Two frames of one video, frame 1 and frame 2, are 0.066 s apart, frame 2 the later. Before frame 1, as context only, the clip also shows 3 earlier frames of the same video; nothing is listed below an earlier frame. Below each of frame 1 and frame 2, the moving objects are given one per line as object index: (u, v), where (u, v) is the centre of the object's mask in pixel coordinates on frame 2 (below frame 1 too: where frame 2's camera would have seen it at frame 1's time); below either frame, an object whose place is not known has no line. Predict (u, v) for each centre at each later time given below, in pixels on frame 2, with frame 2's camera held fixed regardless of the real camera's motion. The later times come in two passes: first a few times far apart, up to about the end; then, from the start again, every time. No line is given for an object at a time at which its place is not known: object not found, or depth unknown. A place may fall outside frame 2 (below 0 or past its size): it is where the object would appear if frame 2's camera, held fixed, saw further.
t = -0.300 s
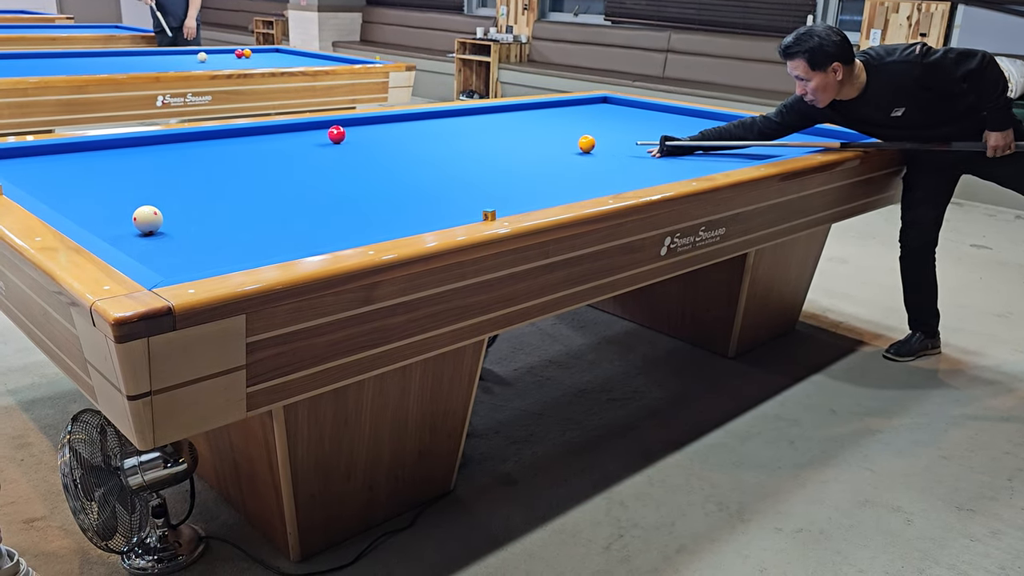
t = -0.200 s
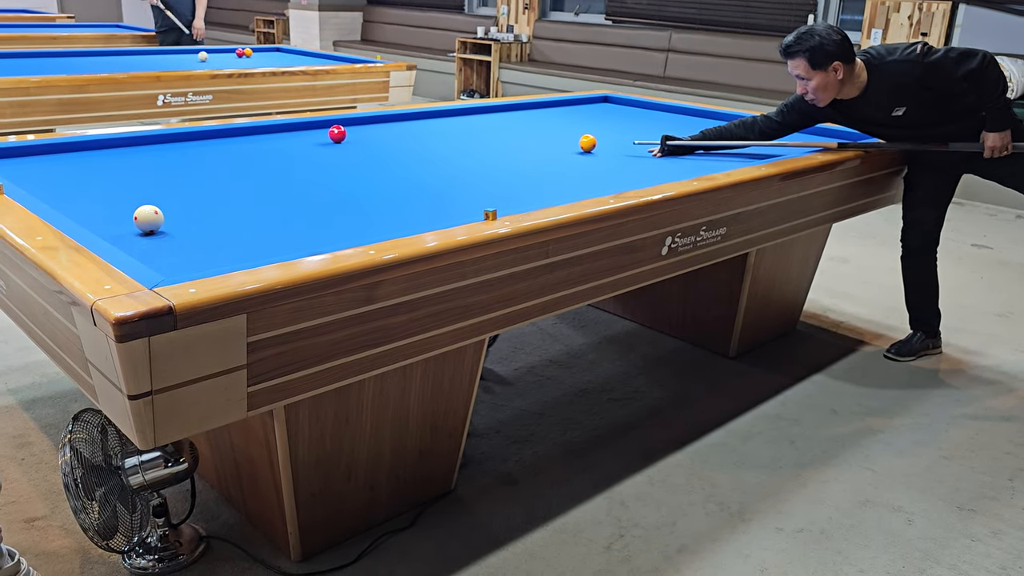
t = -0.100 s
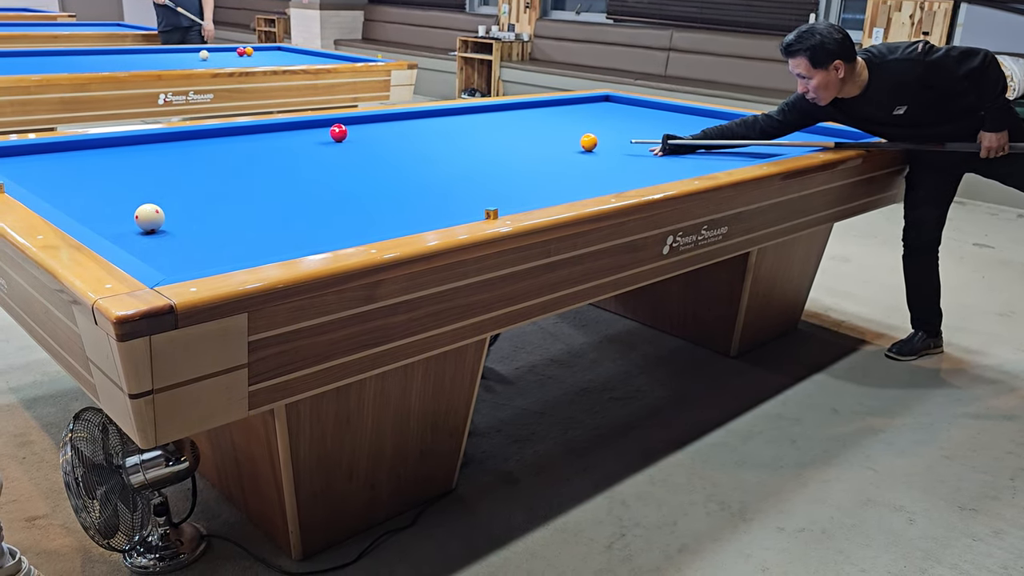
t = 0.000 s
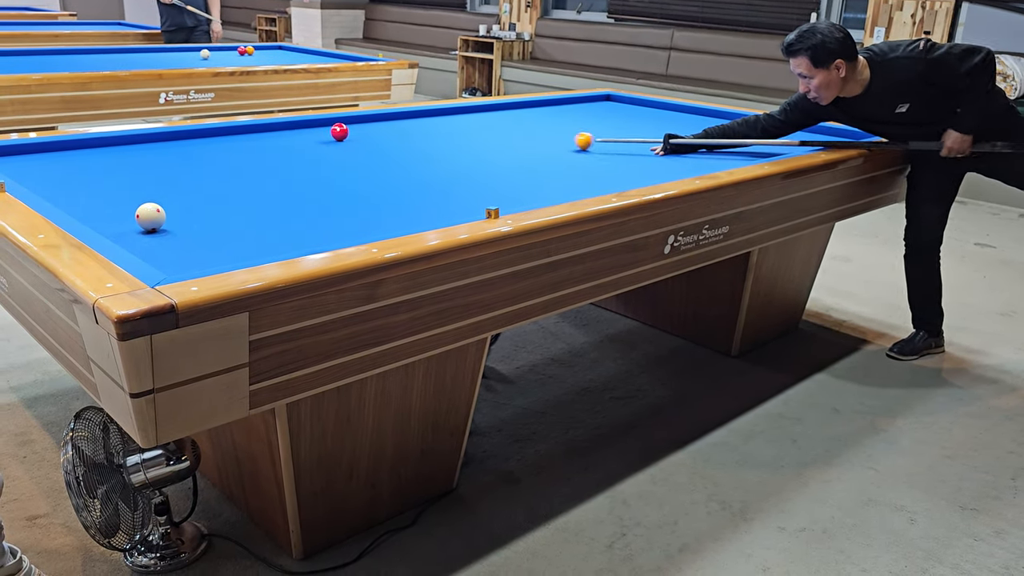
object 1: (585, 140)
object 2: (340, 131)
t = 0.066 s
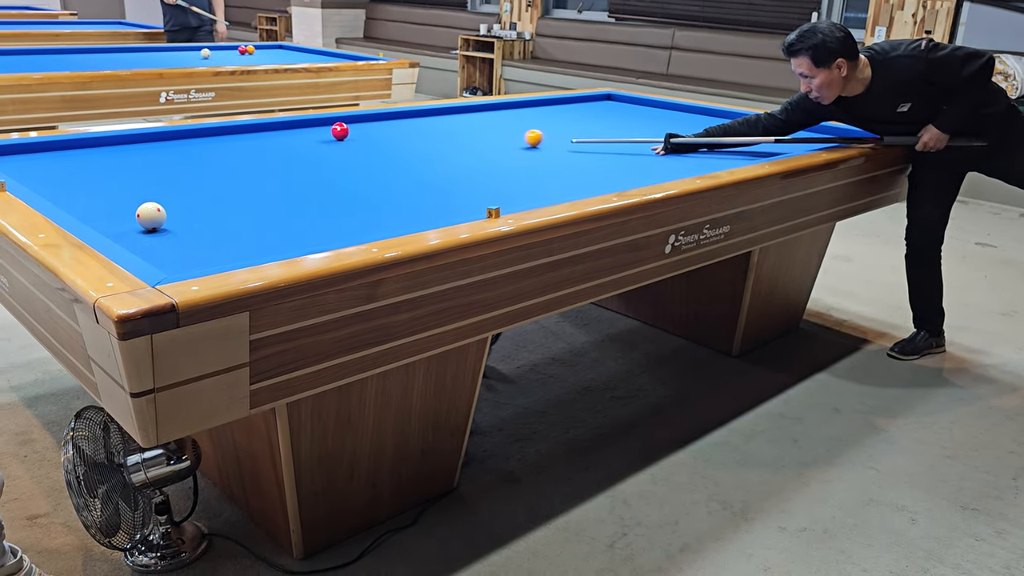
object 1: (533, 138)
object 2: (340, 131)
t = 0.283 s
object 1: (384, 131)
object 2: (339, 131)
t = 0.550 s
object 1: (316, 122)
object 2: (256, 137)
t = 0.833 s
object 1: (323, 137)
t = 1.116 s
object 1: (322, 152)
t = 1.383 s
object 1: (319, 168)
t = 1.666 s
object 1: (317, 190)
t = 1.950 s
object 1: (313, 216)
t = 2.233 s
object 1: (307, 242)
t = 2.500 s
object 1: (250, 240)
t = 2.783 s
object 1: (194, 233)
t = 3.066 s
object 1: (142, 226)
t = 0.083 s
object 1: (521, 137)
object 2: (340, 131)
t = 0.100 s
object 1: (509, 137)
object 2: (340, 131)
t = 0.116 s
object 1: (497, 136)
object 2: (340, 131)
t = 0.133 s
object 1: (485, 136)
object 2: (340, 131)
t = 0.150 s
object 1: (473, 135)
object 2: (340, 131)
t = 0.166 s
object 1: (462, 134)
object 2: (340, 131)
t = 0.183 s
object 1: (450, 134)
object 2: (340, 131)
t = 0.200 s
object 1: (438, 134)
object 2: (340, 131)
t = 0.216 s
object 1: (427, 133)
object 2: (340, 131)
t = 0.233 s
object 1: (416, 132)
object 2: (340, 131)
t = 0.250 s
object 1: (405, 132)
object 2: (340, 131)
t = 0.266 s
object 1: (394, 132)
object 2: (340, 131)
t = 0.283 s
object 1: (384, 131)
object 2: (339, 131)
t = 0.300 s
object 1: (373, 130)
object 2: (339, 131)
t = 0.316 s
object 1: (363, 130)
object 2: (340, 131)
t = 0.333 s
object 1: (354, 129)
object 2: (338, 131)
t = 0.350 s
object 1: (351, 129)
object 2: (331, 131)
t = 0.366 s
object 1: (347, 127)
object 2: (325, 132)
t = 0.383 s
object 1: (343, 127)
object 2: (318, 132)
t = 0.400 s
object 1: (340, 126)
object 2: (311, 133)
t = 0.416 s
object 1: (336, 125)
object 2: (305, 133)
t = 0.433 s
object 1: (332, 124)
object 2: (298, 134)
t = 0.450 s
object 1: (328, 123)
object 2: (292, 134)
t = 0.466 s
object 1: (324, 122)
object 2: (286, 135)
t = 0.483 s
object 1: (320, 122)
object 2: (280, 135)
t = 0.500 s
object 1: (315, 121)
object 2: (274, 136)
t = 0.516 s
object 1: (314, 121)
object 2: (268, 136)
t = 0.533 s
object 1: (315, 122)
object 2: (262, 137)
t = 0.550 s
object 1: (316, 122)
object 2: (256, 137)
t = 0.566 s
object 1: (317, 123)
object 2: (250, 138)
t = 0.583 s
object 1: (318, 124)
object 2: (244, 138)
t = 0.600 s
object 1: (319, 125)
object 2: (239, 139)
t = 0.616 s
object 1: (320, 126)
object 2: (233, 139)
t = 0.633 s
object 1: (321, 127)
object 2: (228, 139)
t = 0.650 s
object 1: (321, 128)
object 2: (222, 140)
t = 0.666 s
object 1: (322, 128)
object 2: (217, 140)
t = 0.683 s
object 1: (322, 129)
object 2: (211, 140)
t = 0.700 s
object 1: (323, 130)
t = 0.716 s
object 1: (323, 131)
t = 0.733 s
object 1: (323, 132)
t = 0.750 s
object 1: (323, 133)
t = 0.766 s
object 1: (323, 134)
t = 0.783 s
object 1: (323, 134)
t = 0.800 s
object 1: (323, 135)
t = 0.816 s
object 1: (323, 136)
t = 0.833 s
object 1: (323, 137)
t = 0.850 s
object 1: (323, 137)
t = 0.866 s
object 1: (323, 138)
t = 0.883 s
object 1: (323, 139)
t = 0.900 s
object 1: (323, 140)
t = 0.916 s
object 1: (323, 141)
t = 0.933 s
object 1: (323, 142)
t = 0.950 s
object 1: (322, 143)
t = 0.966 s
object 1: (322, 143)
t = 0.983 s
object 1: (322, 144)
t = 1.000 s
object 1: (322, 145)
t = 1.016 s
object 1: (322, 146)
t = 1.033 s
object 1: (322, 147)
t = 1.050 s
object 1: (322, 148)
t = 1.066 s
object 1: (322, 149)
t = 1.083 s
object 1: (322, 150)
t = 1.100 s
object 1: (322, 151)
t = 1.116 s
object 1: (322, 152)
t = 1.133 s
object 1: (321, 153)
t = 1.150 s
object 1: (321, 154)
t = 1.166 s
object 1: (321, 155)
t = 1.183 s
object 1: (321, 156)
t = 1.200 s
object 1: (321, 157)
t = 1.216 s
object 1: (321, 157)
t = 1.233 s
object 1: (321, 159)
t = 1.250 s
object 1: (321, 160)
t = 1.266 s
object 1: (320, 161)
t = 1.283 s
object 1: (320, 162)
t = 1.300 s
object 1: (320, 163)
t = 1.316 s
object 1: (320, 164)
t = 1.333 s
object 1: (320, 165)
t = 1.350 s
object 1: (320, 166)
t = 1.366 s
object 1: (320, 167)
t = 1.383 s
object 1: (319, 168)
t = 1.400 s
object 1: (319, 169)
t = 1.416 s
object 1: (319, 171)
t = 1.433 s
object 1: (319, 172)
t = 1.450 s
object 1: (319, 173)
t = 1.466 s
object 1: (319, 174)
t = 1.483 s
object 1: (319, 175)
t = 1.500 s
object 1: (318, 177)
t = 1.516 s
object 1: (318, 178)
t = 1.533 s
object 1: (318, 179)
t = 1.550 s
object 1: (318, 180)
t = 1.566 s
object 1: (318, 182)
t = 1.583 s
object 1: (317, 183)
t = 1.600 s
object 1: (317, 184)
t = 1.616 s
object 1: (317, 186)
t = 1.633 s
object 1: (317, 187)
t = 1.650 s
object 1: (317, 188)
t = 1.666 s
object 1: (317, 190)
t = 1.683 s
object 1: (317, 191)
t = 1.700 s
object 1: (316, 193)
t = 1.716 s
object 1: (316, 194)
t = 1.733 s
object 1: (316, 195)
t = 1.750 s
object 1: (316, 197)
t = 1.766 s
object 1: (316, 198)
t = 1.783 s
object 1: (316, 200)
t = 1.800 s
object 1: (315, 201)
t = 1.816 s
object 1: (315, 203)
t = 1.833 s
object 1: (315, 204)
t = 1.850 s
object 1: (315, 206)
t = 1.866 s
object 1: (314, 207)
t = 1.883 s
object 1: (314, 209)
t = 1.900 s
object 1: (314, 211)
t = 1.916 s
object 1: (314, 212)
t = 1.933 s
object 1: (314, 214)
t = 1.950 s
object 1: (313, 216)
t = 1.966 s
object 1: (313, 217)
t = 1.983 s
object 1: (313, 219)
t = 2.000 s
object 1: (312, 221)
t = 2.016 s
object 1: (312, 222)
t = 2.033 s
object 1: (312, 224)
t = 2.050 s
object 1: (312, 226)
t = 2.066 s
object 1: (312, 228)
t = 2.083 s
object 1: (311, 230)
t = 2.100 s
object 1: (311, 232)
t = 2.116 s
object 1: (311, 233)
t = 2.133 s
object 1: (310, 235)
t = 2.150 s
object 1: (310, 236)
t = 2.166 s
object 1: (309, 237)
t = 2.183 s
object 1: (309, 238)
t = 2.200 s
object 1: (308, 240)
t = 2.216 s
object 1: (308, 241)
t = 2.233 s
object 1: (307, 242)
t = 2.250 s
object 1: (303, 242)
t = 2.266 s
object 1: (299, 242)
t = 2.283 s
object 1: (295, 242)
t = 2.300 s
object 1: (291, 242)
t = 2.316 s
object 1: (288, 242)
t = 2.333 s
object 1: (284, 241)
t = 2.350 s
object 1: (280, 242)
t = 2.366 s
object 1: (277, 242)
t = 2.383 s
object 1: (274, 241)
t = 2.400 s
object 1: (270, 241)
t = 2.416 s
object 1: (267, 241)
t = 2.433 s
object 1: (263, 241)
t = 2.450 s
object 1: (260, 241)
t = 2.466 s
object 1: (257, 240)
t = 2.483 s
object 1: (253, 240)
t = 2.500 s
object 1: (250, 240)
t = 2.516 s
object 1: (246, 239)
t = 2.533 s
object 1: (243, 239)
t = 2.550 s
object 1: (240, 238)
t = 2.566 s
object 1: (236, 238)
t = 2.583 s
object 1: (233, 238)
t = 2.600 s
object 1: (230, 237)
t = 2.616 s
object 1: (227, 237)
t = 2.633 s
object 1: (223, 237)
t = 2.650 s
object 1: (220, 236)
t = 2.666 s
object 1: (217, 236)
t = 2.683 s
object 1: (213, 235)
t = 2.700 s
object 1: (210, 235)
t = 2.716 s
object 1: (207, 235)
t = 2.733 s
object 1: (204, 234)
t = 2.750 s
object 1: (201, 234)
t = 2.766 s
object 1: (197, 234)
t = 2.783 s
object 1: (194, 233)
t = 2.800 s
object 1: (191, 233)
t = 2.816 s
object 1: (188, 232)
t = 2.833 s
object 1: (185, 232)
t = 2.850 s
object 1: (182, 231)
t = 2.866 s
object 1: (178, 231)
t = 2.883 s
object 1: (175, 231)
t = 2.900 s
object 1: (172, 230)
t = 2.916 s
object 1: (169, 230)
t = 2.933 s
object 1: (166, 229)
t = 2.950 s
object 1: (163, 229)
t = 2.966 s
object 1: (160, 229)
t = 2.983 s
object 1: (157, 228)
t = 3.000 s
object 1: (154, 228)
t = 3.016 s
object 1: (151, 228)
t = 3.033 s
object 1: (148, 227)
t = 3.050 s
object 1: (145, 227)
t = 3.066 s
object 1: (142, 226)
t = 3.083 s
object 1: (139, 226)
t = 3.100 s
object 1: (136, 226)
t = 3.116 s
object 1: (133, 225)
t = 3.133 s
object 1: (130, 225)
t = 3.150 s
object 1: (127, 224)
